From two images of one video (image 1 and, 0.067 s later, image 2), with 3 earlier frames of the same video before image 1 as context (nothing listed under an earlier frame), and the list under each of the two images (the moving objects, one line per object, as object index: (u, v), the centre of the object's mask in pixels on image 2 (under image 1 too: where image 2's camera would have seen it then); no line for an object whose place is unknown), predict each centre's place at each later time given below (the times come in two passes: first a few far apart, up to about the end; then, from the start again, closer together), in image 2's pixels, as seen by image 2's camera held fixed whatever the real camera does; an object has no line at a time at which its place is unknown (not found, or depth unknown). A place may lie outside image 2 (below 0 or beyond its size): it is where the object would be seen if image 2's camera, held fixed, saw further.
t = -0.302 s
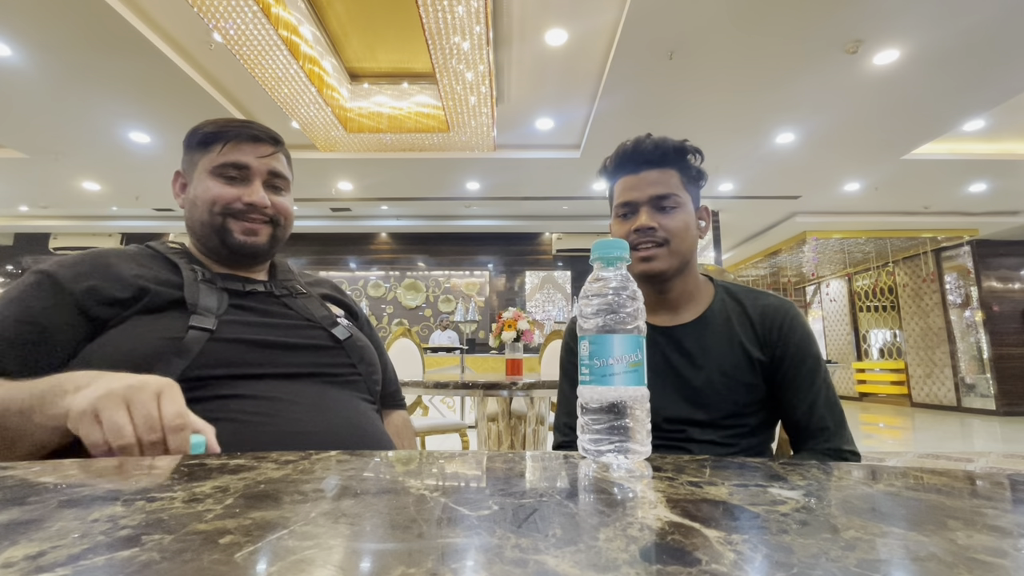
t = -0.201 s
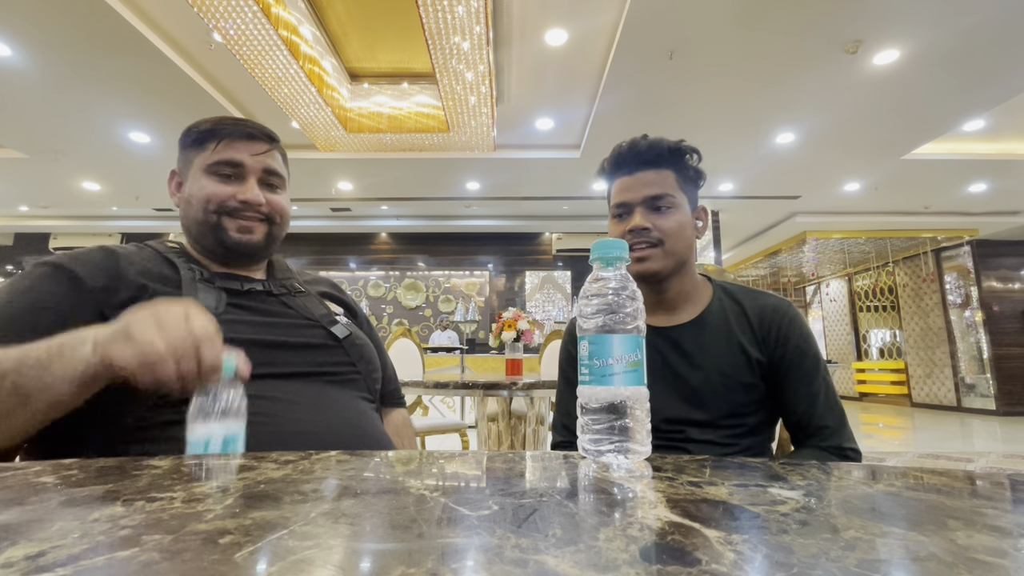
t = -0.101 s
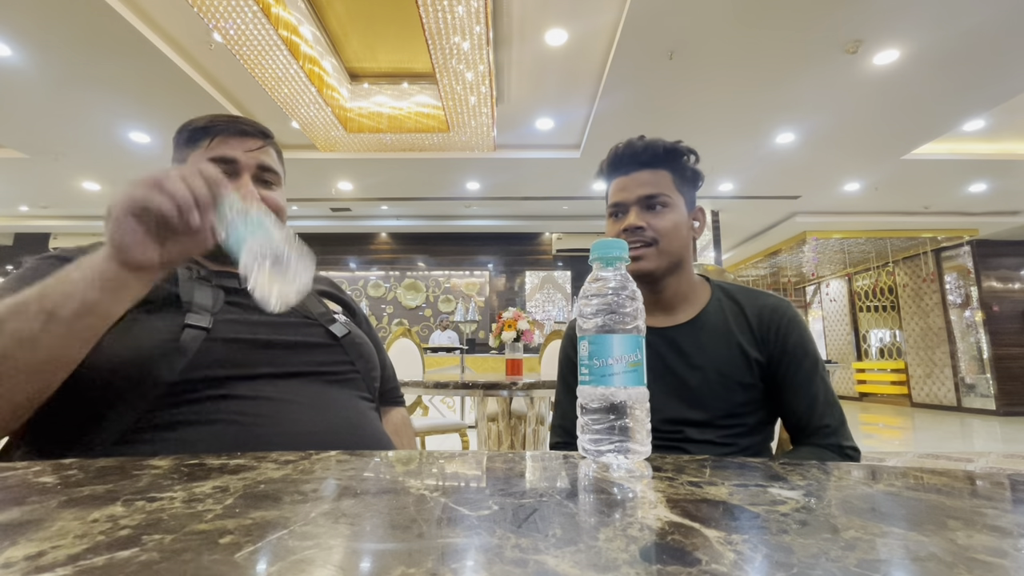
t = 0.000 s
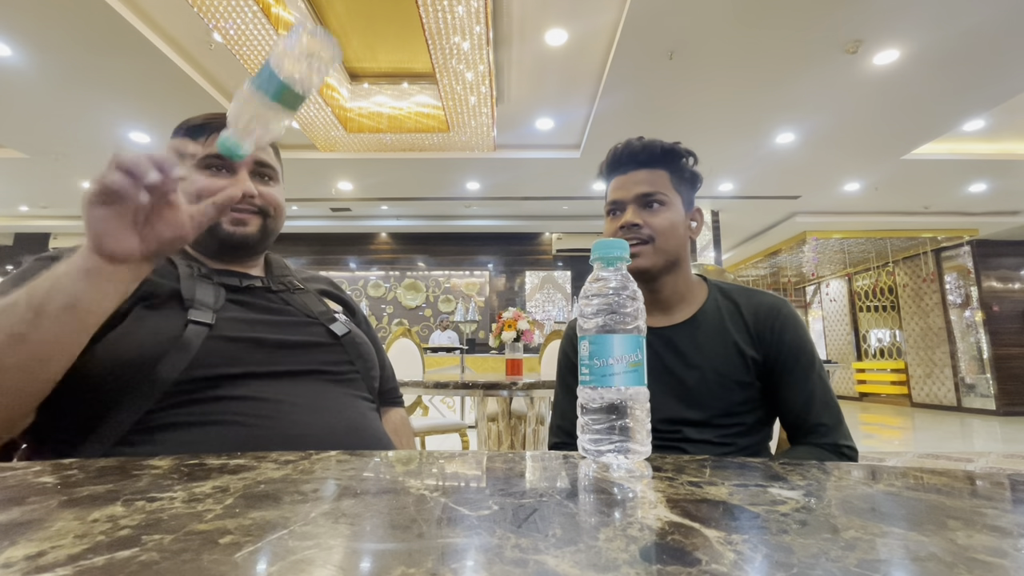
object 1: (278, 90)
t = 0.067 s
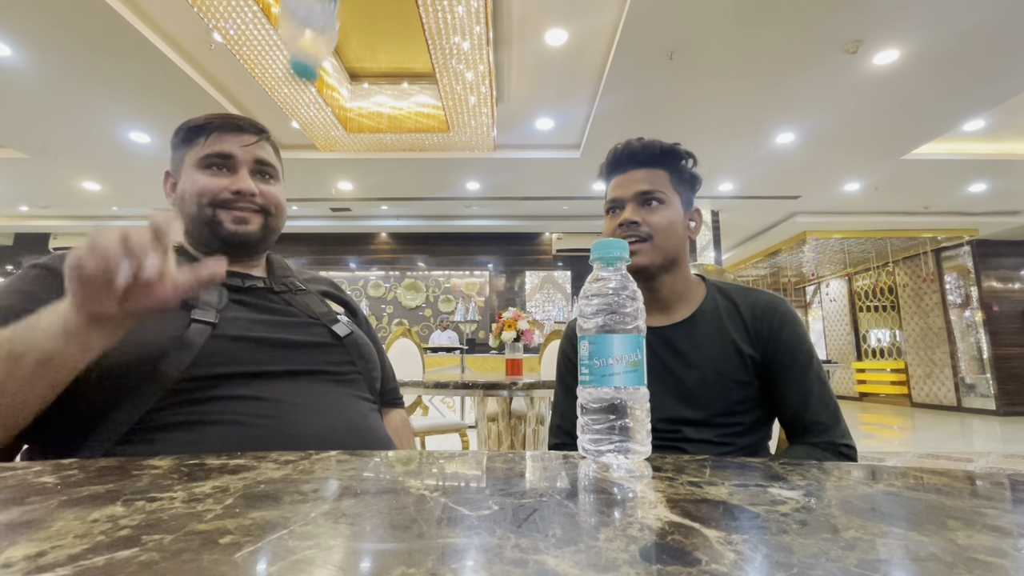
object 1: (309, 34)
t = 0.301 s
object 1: (316, 16)
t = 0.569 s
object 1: (368, 355)
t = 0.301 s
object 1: (316, 16)
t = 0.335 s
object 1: (332, 40)
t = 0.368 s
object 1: (345, 81)
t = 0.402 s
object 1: (346, 167)
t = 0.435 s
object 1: (342, 291)
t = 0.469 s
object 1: (349, 350)
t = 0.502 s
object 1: (357, 356)
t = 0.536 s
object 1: (361, 355)
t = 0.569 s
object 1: (368, 355)
